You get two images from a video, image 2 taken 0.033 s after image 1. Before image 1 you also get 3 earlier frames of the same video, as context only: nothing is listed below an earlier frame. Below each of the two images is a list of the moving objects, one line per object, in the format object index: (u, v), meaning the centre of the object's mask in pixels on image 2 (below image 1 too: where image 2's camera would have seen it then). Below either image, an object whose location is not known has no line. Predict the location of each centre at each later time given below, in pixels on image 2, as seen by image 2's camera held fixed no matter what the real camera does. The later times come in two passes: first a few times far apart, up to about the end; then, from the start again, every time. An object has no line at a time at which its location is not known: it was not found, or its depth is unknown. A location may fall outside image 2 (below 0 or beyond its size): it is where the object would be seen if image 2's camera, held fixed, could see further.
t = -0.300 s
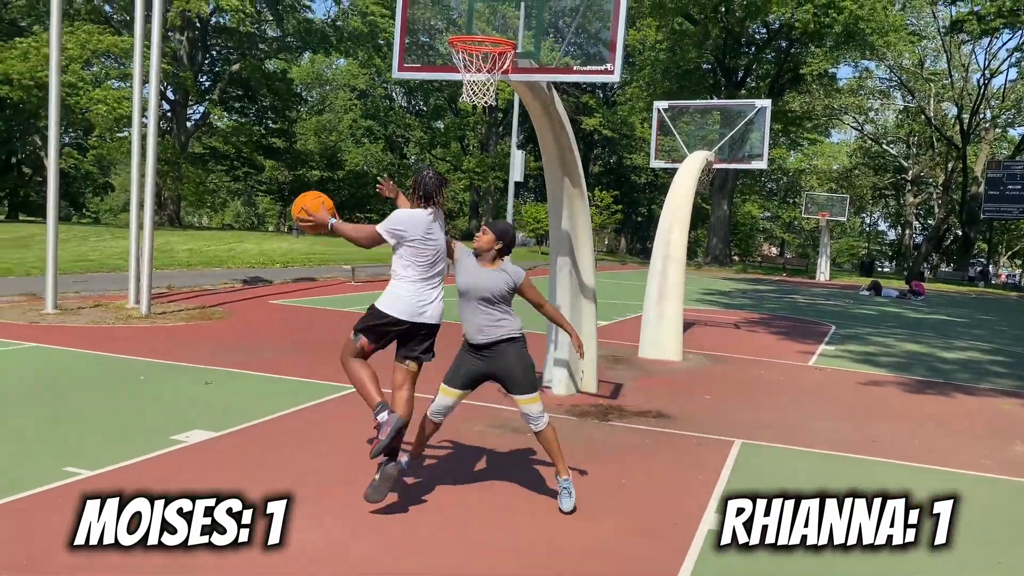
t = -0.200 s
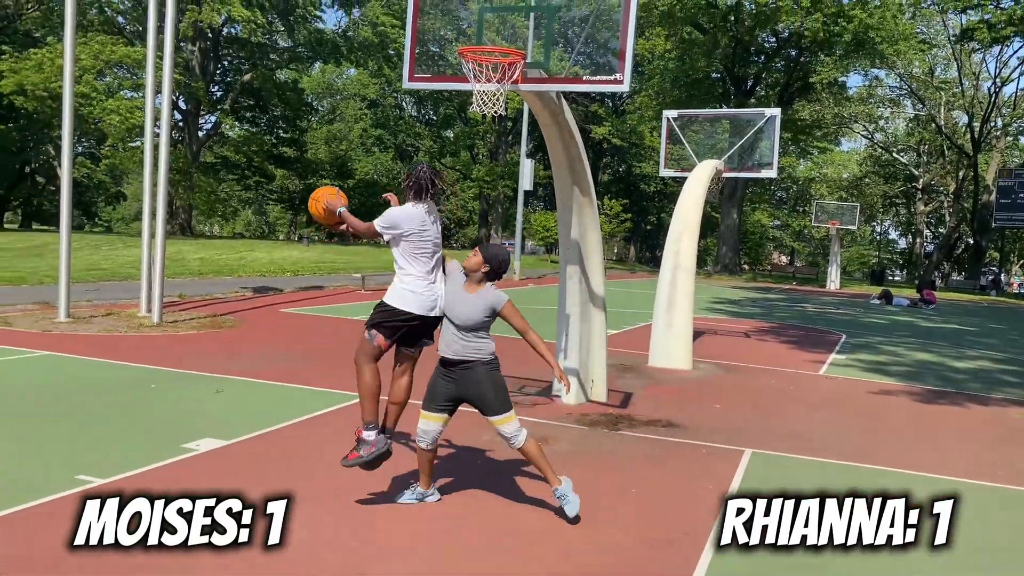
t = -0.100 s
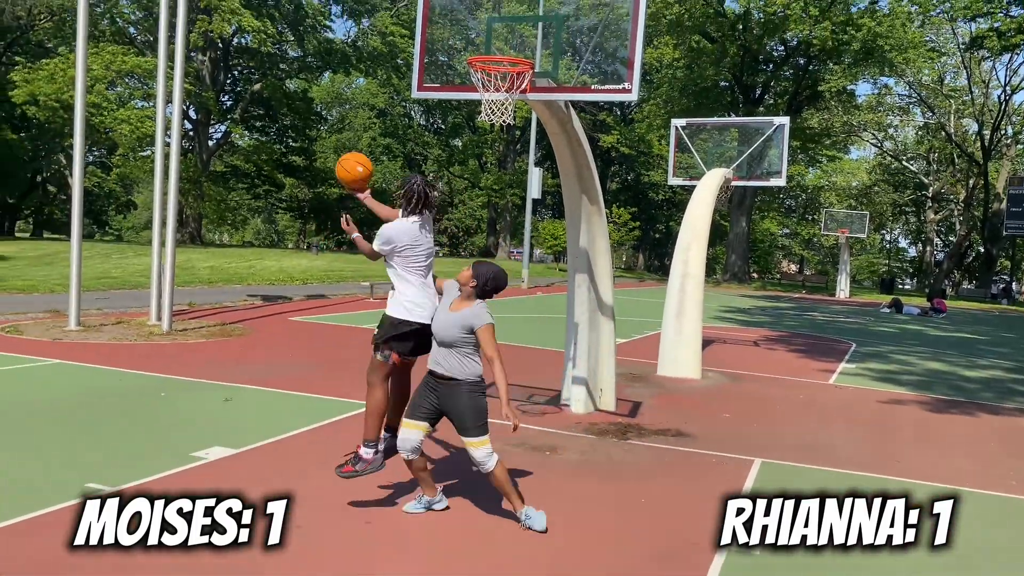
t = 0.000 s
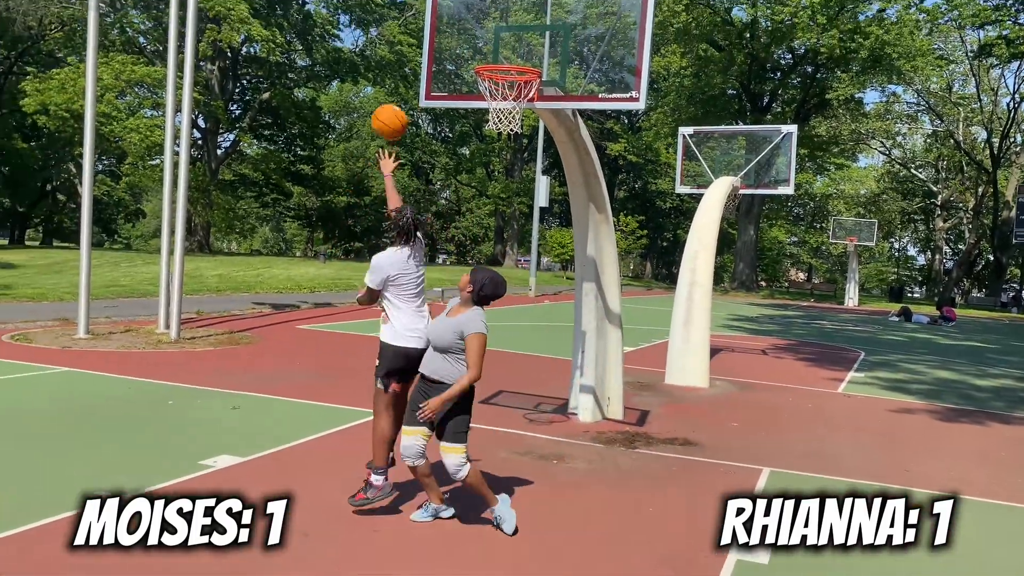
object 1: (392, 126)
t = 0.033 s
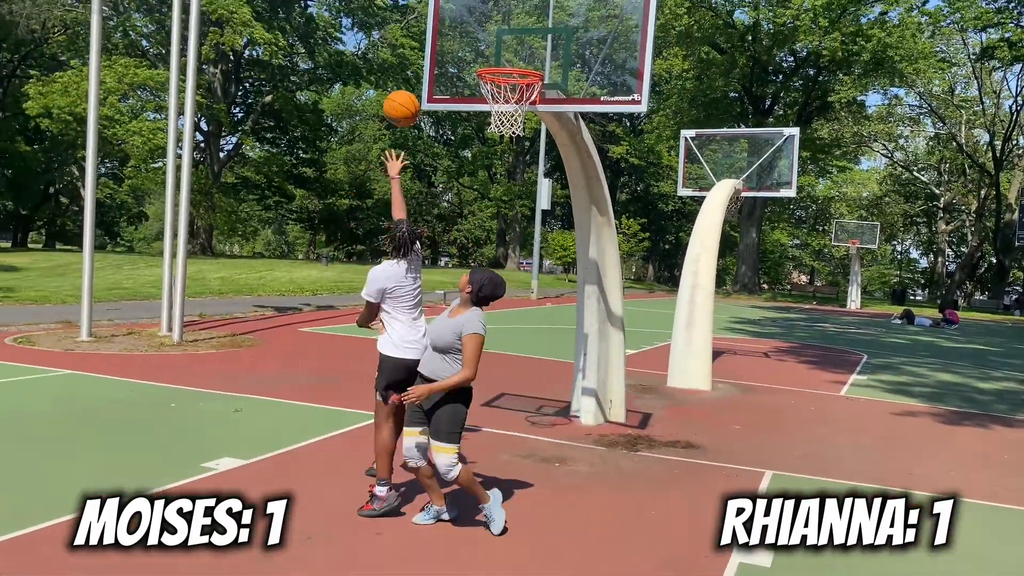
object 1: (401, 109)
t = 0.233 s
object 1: (457, 42)
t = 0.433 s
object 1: (507, 34)
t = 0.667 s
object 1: (545, 41)
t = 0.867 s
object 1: (550, 29)
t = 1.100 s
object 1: (558, 50)
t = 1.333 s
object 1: (598, 49)
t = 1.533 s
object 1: (625, 99)
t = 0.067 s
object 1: (411, 93)
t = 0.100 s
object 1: (420, 79)
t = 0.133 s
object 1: (429, 67)
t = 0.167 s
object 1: (439, 57)
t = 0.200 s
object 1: (448, 48)
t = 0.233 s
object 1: (457, 42)
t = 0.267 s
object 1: (466, 36)
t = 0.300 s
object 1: (475, 33)
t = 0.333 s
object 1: (483, 31)
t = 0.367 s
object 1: (491, 30)
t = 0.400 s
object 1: (499, 31)
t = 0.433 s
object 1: (507, 34)
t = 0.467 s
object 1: (515, 39)
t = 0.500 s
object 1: (523, 45)
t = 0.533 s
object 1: (531, 52)
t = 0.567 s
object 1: (538, 58)
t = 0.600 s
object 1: (540, 54)
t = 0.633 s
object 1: (543, 47)
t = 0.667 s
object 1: (545, 41)
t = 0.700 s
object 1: (548, 37)
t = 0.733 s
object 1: (549, 33)
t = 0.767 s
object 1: (550, 31)
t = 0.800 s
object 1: (550, 29)
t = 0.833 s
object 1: (550, 28)
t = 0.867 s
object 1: (550, 29)
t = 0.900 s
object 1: (550, 31)
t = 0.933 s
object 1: (550, 35)
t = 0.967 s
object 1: (550, 41)
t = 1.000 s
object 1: (549, 48)
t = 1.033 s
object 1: (549, 56)
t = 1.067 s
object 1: (552, 56)
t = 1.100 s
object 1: (558, 50)
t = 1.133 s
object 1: (564, 45)
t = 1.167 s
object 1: (570, 42)
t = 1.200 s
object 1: (575, 40)
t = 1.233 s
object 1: (581, 40)
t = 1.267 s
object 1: (587, 41)
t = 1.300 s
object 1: (592, 44)
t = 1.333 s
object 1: (598, 49)
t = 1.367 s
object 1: (604, 54)
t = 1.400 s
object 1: (608, 62)
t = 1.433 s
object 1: (613, 71)
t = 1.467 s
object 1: (618, 80)
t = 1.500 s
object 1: (622, 88)
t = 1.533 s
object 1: (625, 99)
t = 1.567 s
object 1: (628, 111)
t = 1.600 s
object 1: (630, 125)
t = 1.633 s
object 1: (633, 140)
